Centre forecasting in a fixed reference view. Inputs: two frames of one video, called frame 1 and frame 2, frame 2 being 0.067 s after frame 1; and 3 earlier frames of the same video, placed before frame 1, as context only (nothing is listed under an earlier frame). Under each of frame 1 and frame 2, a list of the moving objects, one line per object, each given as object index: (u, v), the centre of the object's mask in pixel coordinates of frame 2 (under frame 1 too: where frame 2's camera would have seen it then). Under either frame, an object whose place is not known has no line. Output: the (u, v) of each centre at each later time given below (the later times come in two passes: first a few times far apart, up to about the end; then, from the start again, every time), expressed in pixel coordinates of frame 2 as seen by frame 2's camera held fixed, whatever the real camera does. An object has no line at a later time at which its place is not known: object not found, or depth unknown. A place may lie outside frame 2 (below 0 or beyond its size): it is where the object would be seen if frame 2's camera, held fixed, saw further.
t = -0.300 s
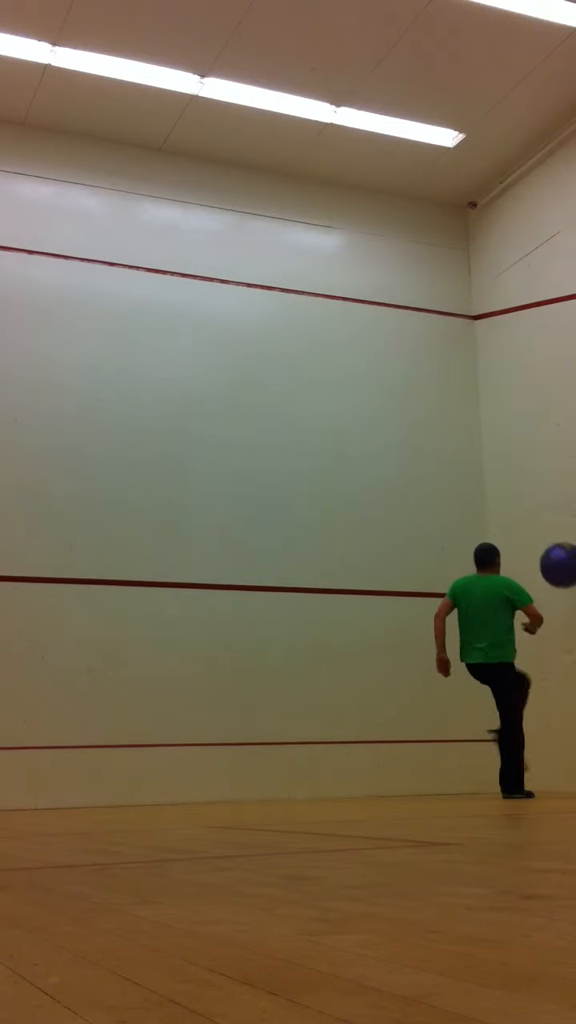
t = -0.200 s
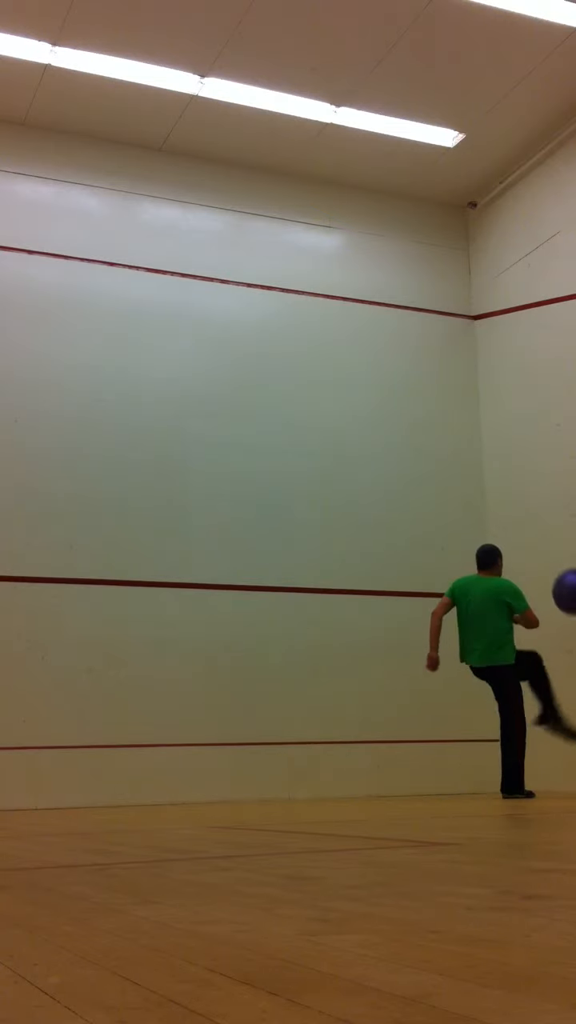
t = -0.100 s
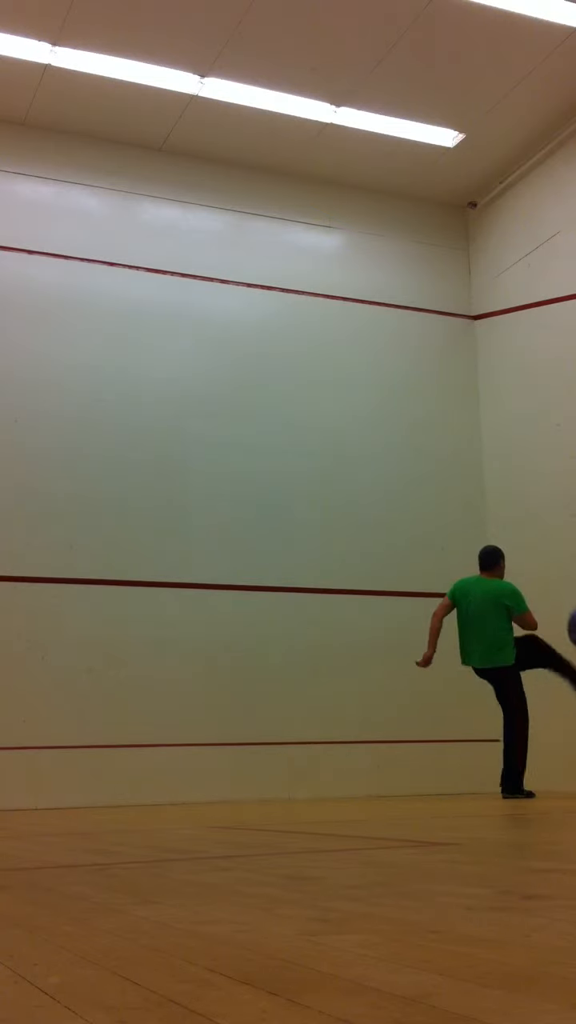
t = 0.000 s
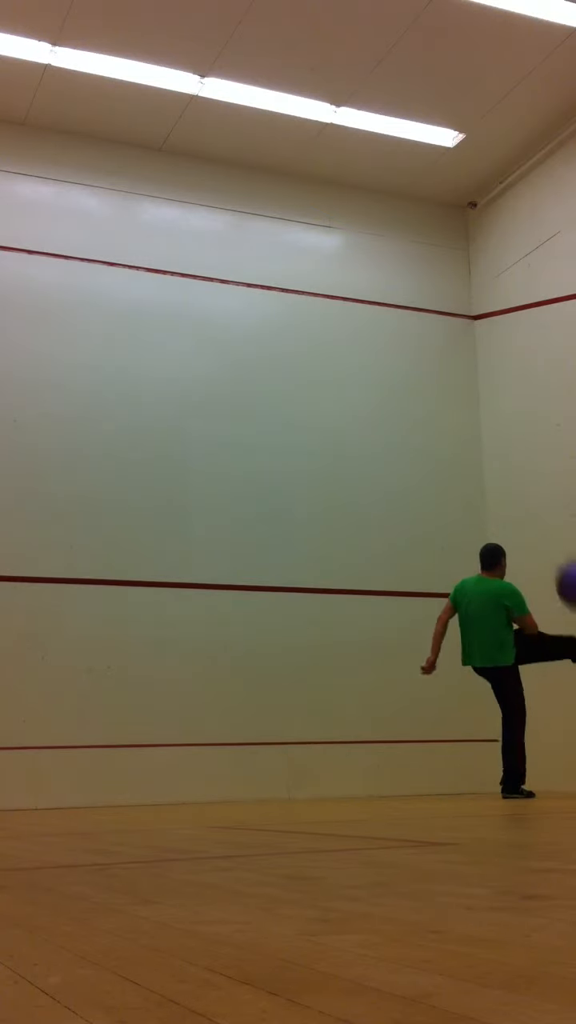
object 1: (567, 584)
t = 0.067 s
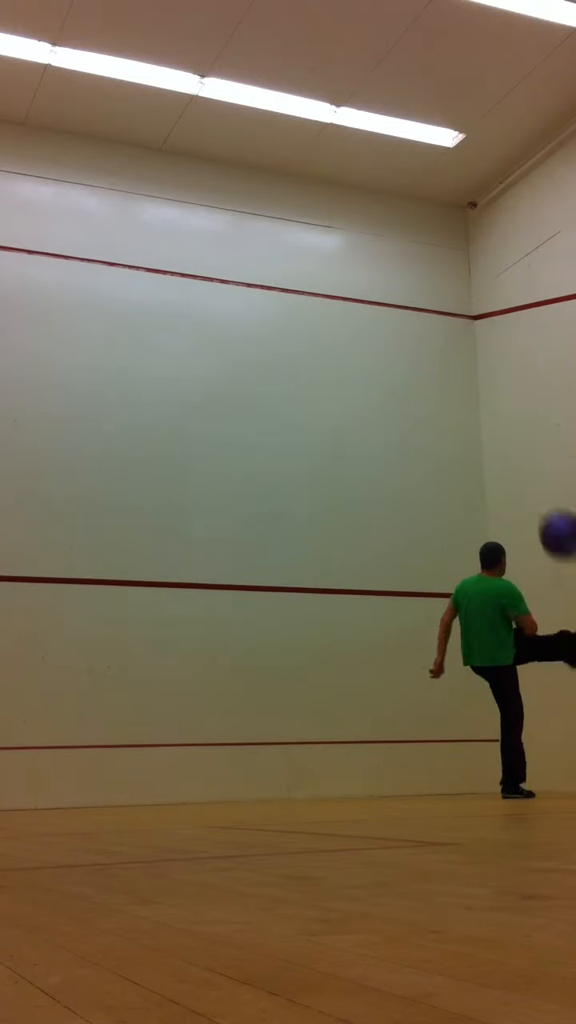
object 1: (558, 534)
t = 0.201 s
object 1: (532, 459)
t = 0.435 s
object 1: (492, 405)
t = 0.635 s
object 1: (468, 409)
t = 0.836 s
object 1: (447, 444)
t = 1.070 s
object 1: (470, 486)
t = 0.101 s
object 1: (554, 513)
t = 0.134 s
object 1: (547, 492)
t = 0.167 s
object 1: (539, 475)
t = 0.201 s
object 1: (532, 459)
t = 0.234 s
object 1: (525, 446)
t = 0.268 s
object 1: (519, 434)
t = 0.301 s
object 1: (513, 425)
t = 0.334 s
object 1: (507, 418)
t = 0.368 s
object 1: (501, 412)
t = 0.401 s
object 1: (496, 408)
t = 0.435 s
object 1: (492, 405)
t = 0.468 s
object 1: (488, 403)
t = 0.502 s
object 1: (484, 403)
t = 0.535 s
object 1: (479, 403)
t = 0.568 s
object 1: (475, 404)
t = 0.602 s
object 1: (471, 406)
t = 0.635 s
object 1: (468, 409)
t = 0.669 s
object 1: (464, 413)
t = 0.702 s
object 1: (460, 417)
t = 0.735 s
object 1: (457, 423)
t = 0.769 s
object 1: (454, 429)
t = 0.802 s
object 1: (450, 436)
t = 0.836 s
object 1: (447, 444)
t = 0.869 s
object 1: (444, 453)
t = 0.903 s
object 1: (446, 458)
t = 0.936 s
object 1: (451, 462)
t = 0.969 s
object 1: (455, 466)
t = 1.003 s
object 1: (460, 472)
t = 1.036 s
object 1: (465, 479)
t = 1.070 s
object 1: (470, 486)
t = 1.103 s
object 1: (475, 494)
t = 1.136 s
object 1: (480, 504)
